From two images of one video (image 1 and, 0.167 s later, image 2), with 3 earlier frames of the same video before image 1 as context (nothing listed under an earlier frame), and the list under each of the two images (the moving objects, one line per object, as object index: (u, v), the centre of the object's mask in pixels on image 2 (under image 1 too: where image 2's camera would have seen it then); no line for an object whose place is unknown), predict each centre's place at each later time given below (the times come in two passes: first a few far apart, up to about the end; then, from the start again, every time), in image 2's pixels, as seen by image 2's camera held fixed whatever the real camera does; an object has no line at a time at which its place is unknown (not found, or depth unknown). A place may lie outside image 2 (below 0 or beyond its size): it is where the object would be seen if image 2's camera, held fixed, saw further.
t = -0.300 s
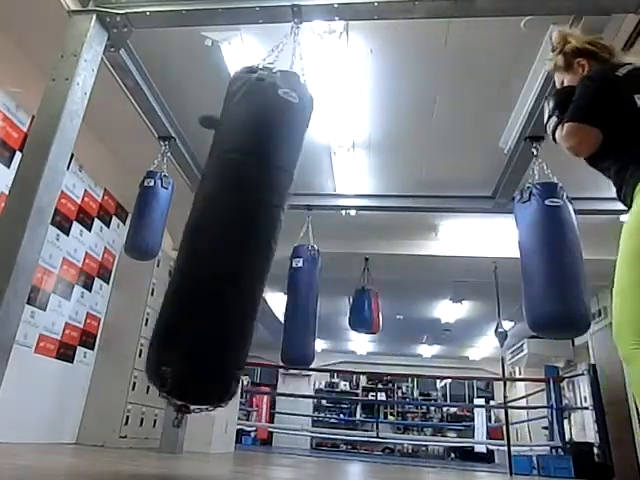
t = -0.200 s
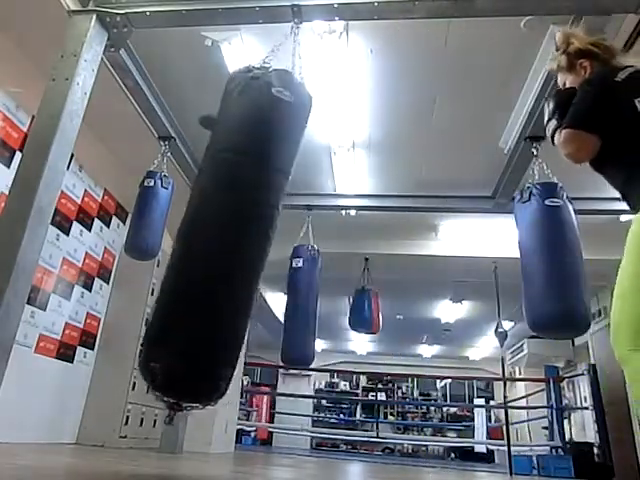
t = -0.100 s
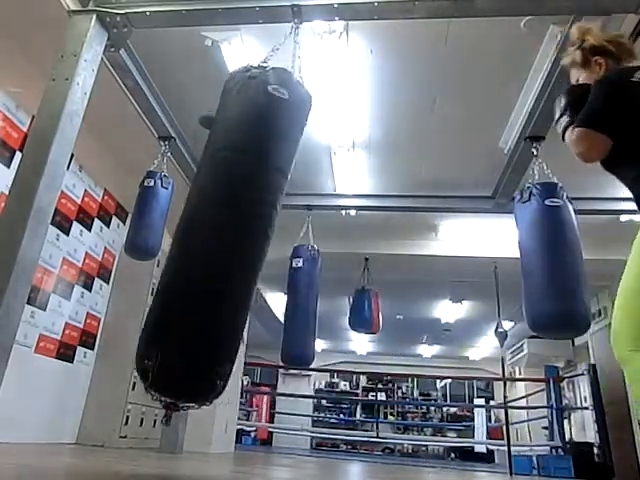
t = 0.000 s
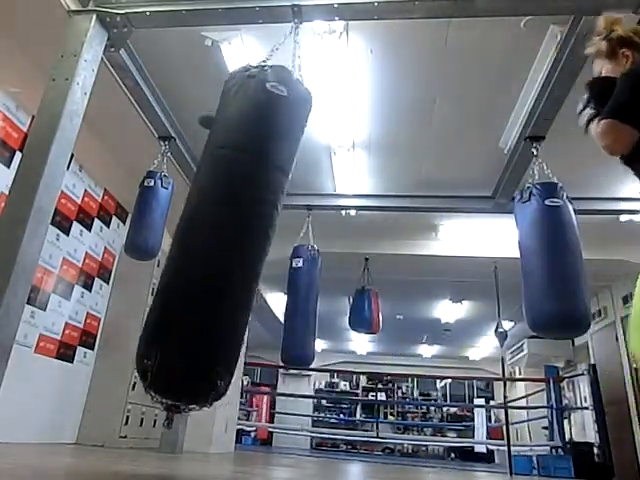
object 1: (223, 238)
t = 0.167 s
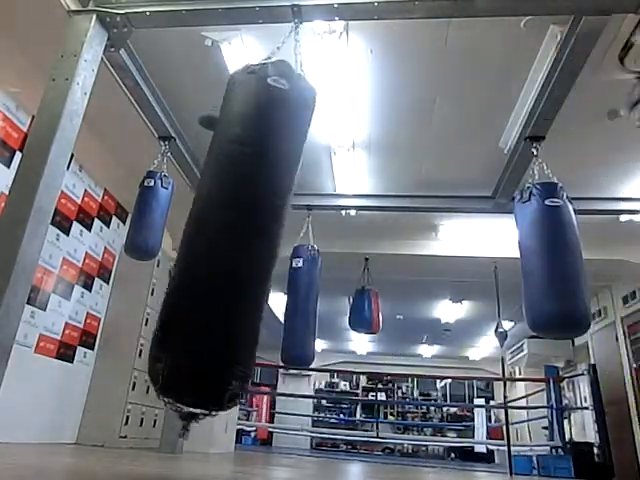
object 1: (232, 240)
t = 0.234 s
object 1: (237, 241)
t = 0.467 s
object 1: (269, 244)
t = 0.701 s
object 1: (309, 241)
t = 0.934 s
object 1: (337, 238)
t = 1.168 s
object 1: (335, 238)
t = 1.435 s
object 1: (303, 246)
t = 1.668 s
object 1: (267, 249)
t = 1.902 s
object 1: (238, 245)
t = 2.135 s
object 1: (223, 242)
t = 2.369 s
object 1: (223, 243)
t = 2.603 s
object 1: (242, 246)
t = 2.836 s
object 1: (277, 248)
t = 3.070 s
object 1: (316, 243)
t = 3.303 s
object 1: (337, 242)
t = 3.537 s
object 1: (332, 244)
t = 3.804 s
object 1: (297, 248)
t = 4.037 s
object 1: (261, 248)
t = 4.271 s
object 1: (234, 244)
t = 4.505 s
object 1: (222, 241)
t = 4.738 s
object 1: (225, 242)
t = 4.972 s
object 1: (247, 246)
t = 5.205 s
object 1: (284, 247)
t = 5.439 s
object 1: (321, 243)
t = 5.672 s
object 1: (338, 241)
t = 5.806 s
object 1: (335, 243)
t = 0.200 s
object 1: (234, 240)
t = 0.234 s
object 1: (237, 241)
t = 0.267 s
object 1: (241, 241)
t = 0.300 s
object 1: (245, 243)
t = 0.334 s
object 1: (249, 242)
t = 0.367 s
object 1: (253, 243)
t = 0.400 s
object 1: (258, 244)
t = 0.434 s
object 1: (265, 246)
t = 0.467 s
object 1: (269, 244)
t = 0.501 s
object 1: (275, 244)
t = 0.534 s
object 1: (281, 244)
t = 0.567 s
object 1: (286, 243)
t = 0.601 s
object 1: (292, 242)
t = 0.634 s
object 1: (298, 242)
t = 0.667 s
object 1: (304, 242)
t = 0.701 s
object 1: (309, 241)
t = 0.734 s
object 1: (314, 240)
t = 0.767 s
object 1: (319, 239)
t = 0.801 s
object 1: (324, 239)
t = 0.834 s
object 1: (327, 239)
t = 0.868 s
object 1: (331, 239)
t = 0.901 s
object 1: (334, 237)
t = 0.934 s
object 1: (337, 238)
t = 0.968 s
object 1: (338, 238)
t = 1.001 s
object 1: (339, 237)
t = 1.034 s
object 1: (340, 238)
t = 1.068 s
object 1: (339, 238)
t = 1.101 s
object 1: (339, 238)
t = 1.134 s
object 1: (337, 238)
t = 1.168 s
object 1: (335, 238)
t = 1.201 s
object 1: (333, 239)
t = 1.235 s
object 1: (330, 241)
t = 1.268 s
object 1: (327, 242)
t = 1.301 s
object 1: (323, 243)
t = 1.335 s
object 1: (318, 244)
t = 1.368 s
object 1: (314, 244)
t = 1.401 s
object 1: (309, 244)
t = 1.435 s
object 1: (303, 246)
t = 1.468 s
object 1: (299, 246)
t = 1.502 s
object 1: (294, 247)
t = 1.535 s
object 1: (288, 248)
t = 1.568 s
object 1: (283, 248)
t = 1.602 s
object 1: (277, 249)
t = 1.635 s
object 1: (272, 248)
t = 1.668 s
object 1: (267, 249)
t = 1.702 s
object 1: (262, 248)
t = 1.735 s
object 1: (258, 247)
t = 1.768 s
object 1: (254, 247)
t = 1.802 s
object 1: (249, 247)
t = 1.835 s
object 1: (245, 246)
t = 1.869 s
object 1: (241, 245)
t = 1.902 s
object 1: (238, 245)
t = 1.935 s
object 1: (235, 245)
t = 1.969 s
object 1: (233, 244)
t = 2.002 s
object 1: (230, 243)
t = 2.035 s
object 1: (228, 242)
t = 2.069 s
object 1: (226, 242)
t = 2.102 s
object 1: (224, 242)
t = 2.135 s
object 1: (223, 242)
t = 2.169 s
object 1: (222, 242)
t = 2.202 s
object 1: (221, 242)
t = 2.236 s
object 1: (221, 242)
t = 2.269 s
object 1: (221, 242)
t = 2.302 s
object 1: (222, 242)
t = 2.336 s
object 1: (222, 242)
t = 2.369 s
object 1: (223, 243)
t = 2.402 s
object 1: (225, 243)
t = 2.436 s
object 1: (227, 244)
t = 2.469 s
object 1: (229, 244)
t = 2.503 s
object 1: (232, 245)
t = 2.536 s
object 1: (234, 245)
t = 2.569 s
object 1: (238, 246)
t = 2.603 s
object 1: (242, 246)
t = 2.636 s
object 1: (246, 247)
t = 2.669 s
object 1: (250, 247)
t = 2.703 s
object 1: (255, 247)
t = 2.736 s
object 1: (260, 248)
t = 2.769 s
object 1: (266, 249)
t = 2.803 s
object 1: (271, 248)
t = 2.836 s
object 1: (277, 248)
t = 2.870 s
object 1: (282, 247)
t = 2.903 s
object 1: (289, 247)
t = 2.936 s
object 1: (294, 246)
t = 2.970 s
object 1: (299, 245)
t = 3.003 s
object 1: (305, 244)
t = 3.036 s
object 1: (311, 244)
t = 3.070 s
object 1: (316, 243)
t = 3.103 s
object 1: (320, 242)
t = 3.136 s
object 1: (325, 242)
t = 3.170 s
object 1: (328, 241)
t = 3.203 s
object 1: (332, 241)
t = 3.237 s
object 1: (334, 241)
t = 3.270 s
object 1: (336, 241)
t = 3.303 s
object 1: (337, 242)
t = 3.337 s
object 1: (339, 240)
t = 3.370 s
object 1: (339, 240)
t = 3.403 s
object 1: (339, 241)
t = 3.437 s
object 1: (338, 241)
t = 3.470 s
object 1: (337, 242)
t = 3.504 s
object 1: (334, 244)
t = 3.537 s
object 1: (332, 244)
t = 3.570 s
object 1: (329, 245)
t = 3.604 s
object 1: (325, 245)
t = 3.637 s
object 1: (321, 246)
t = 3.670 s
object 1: (317, 247)
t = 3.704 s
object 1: (313, 247)
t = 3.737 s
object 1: (307, 248)
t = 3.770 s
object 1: (302, 249)
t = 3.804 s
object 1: (297, 248)
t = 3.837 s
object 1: (292, 249)
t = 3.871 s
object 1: (286, 250)
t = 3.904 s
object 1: (281, 249)
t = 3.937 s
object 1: (276, 250)
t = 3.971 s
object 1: (271, 249)
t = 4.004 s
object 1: (265, 249)
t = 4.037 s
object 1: (261, 248)
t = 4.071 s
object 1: (256, 247)
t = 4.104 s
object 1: (252, 247)
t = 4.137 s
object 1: (248, 246)
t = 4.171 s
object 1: (244, 246)
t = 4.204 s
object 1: (241, 245)
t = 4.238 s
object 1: (237, 244)
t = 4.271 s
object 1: (234, 244)
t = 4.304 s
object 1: (232, 243)
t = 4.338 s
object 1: (229, 242)
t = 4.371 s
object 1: (227, 242)
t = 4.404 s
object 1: (225, 241)
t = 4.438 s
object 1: (223, 242)
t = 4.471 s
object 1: (223, 241)
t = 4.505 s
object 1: (222, 241)
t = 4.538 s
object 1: (221, 241)
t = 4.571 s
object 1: (221, 241)
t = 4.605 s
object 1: (221, 241)
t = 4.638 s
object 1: (222, 241)
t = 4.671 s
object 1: (222, 242)
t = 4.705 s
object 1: (224, 242)
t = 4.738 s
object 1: (225, 242)
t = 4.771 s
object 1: (227, 243)
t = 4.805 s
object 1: (230, 243)
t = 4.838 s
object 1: (232, 244)
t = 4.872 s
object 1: (235, 244)
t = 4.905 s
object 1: (239, 245)
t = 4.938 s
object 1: (243, 245)
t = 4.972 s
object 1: (247, 246)
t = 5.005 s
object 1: (252, 246)
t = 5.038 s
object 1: (256, 247)
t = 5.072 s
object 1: (261, 247)
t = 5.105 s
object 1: (267, 248)
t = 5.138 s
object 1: (272, 248)
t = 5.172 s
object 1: (279, 247)
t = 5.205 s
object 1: (284, 247)
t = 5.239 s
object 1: (290, 247)
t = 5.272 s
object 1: (295, 245)
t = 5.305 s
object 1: (301, 245)
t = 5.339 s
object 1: (307, 244)
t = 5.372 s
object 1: (312, 243)
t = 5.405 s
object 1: (317, 243)
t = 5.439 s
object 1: (321, 243)
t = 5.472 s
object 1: (325, 243)
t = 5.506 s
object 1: (329, 242)
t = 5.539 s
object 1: (332, 242)
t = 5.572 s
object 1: (334, 242)
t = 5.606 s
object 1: (336, 242)
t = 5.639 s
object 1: (338, 241)
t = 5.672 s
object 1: (338, 241)
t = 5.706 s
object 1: (339, 241)
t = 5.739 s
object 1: (338, 241)
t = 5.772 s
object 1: (337, 242)
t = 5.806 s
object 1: (335, 243)
